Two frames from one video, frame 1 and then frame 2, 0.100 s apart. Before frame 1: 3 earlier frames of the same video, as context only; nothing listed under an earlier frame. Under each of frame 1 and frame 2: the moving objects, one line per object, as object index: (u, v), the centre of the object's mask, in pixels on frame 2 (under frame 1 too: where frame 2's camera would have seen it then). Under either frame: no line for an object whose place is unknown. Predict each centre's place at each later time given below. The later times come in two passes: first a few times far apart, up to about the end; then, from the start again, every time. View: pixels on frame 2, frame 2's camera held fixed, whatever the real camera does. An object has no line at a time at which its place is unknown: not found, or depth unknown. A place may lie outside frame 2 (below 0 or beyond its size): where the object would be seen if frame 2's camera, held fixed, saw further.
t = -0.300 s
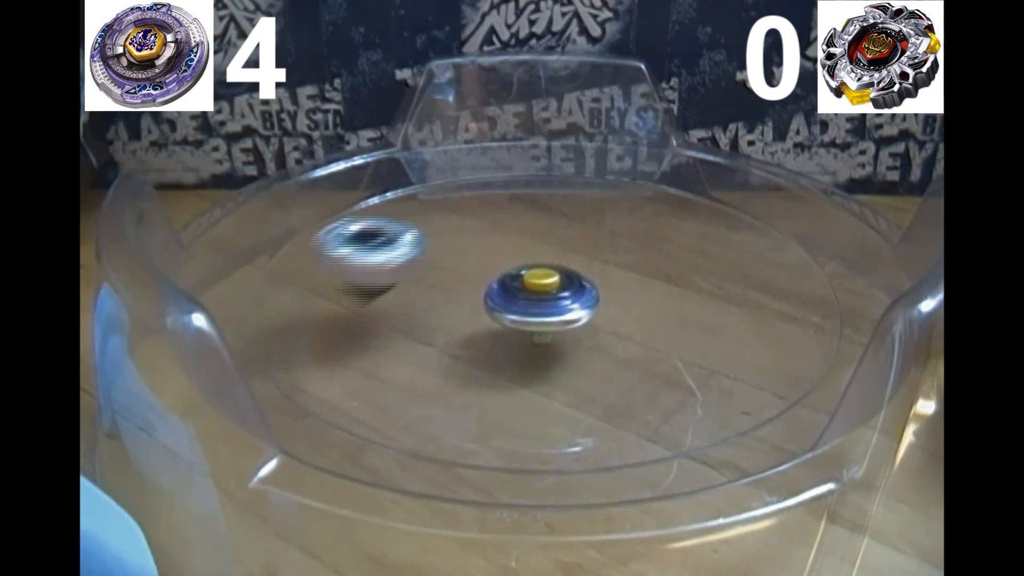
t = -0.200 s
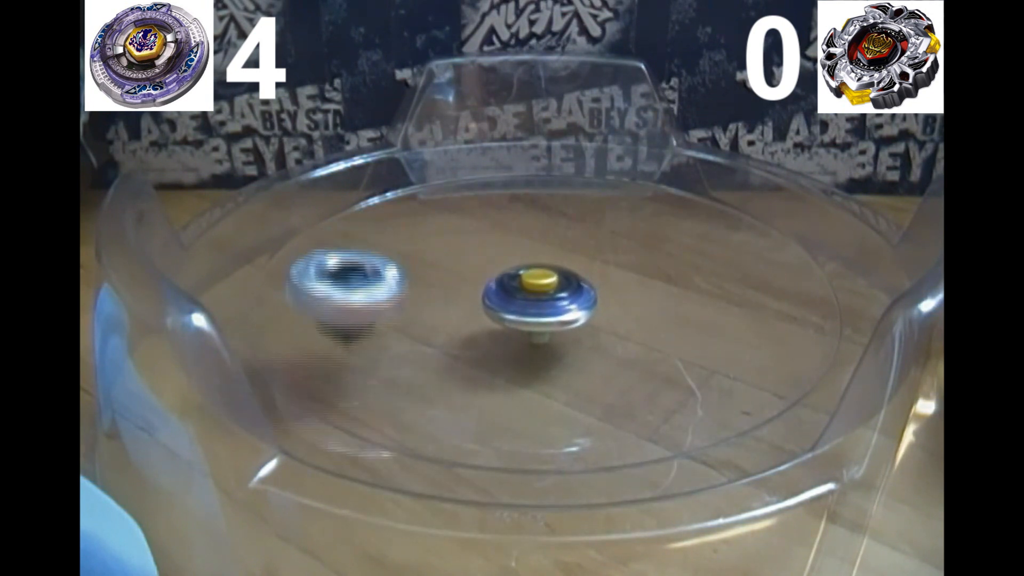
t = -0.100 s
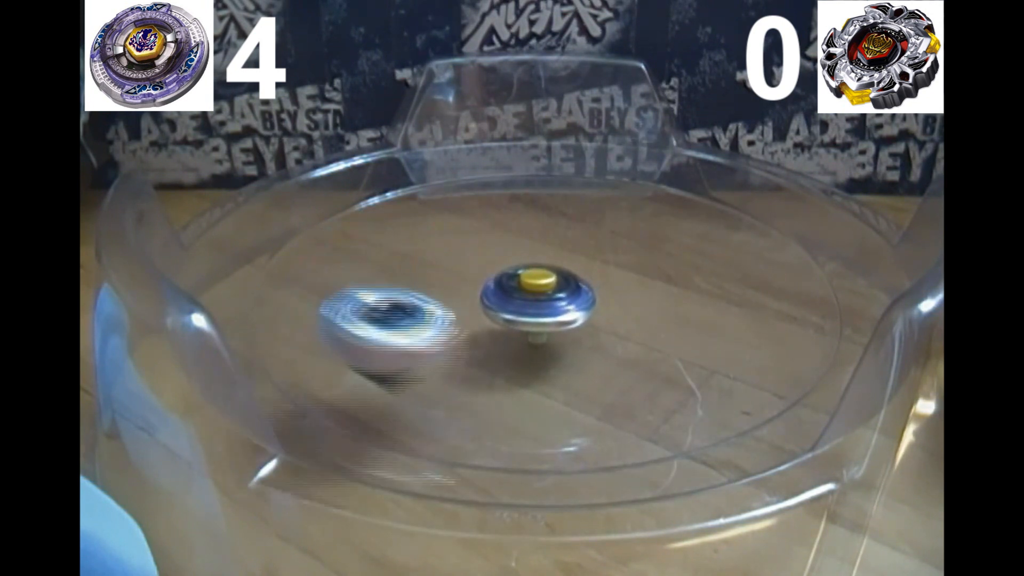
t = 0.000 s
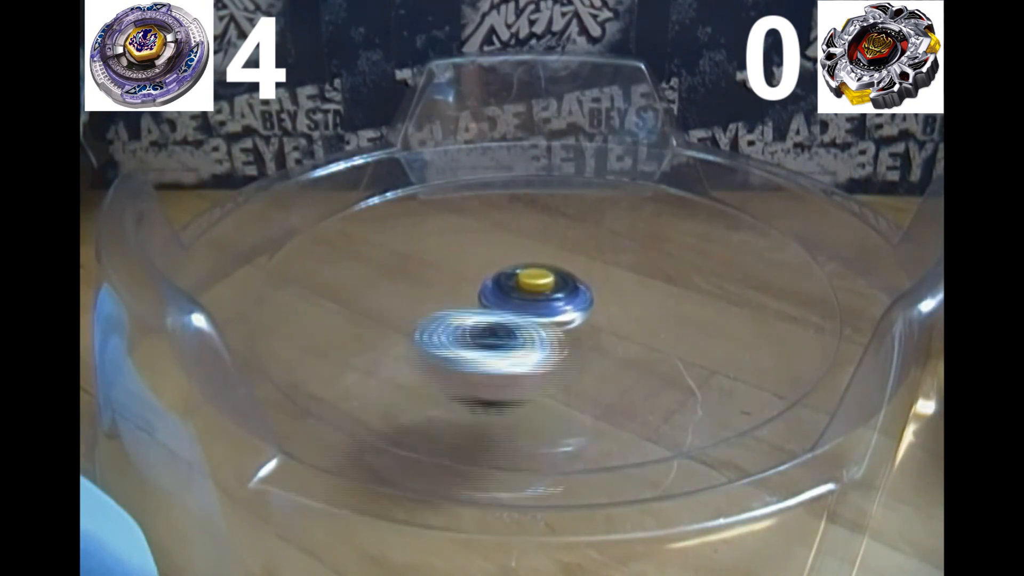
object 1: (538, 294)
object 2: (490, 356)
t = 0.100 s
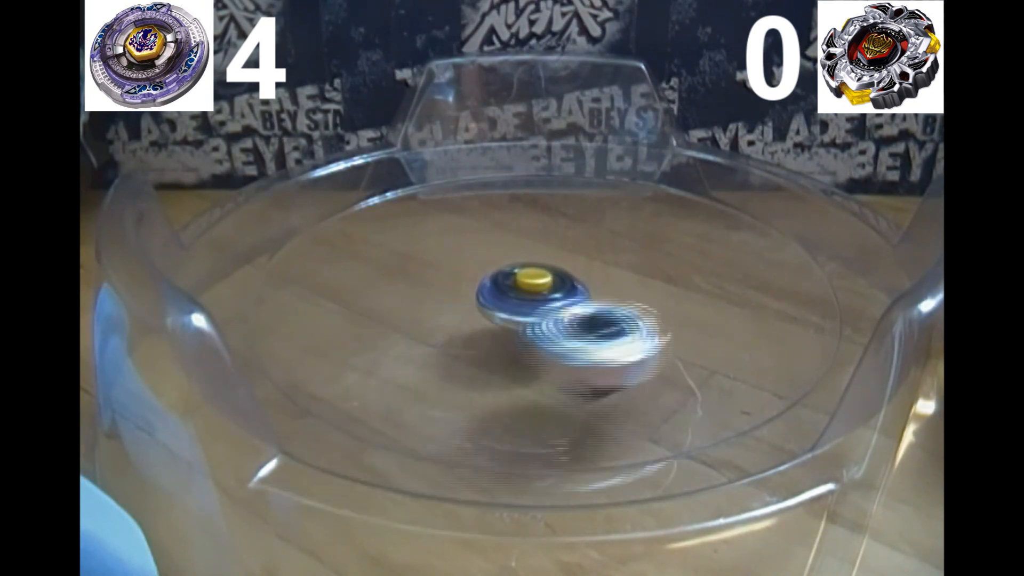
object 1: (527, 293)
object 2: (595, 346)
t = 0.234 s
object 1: (531, 297)
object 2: (664, 294)
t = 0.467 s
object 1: (528, 296)
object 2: (597, 206)
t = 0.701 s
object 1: (527, 294)
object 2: (436, 202)
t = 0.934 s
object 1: (527, 292)
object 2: (407, 297)
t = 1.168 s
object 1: (525, 287)
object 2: (610, 341)
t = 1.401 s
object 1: (532, 289)
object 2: (725, 258)
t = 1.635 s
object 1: (535, 289)
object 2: (592, 211)
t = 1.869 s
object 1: (547, 295)
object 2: (427, 249)
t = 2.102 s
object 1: (553, 295)
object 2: (405, 331)
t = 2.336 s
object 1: (553, 291)
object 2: (617, 352)
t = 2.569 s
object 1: (543, 294)
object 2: (673, 262)
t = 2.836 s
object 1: (531, 297)
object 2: (540, 200)
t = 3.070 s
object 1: (532, 299)
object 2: (408, 242)
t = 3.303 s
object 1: (545, 295)
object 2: (468, 333)
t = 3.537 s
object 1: (534, 298)
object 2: (664, 332)
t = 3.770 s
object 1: (534, 298)
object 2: (684, 251)
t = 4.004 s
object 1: (534, 298)
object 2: (526, 225)
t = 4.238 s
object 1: (532, 297)
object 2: (395, 270)
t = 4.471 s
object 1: (535, 293)
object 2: (464, 347)
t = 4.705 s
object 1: (529, 294)
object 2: (645, 320)
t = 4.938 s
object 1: (532, 294)
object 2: (626, 238)
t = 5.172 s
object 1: (533, 292)
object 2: (485, 210)
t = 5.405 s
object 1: (536, 290)
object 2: (399, 271)
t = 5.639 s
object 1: (543, 278)
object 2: (527, 339)
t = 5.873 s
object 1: (542, 289)
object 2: (687, 295)
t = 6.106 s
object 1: (544, 291)
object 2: (632, 226)
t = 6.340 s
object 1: (545, 291)
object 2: (480, 236)
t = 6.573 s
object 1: (546, 292)
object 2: (419, 305)
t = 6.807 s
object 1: (545, 287)
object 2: (559, 353)
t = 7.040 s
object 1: (543, 295)
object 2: (661, 290)
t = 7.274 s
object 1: (535, 296)
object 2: (576, 228)
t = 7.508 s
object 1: (532, 296)
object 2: (438, 233)
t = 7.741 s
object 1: (534, 295)
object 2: (428, 308)
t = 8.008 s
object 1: (563, 274)
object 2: (577, 356)
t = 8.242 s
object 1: (552, 274)
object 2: (669, 295)
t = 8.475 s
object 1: (462, 217)
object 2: (689, 270)
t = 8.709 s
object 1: (444, 249)
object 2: (628, 270)
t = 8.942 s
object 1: (367, 231)
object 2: (700, 304)
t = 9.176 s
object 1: (350, 245)
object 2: (785, 283)
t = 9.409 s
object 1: (456, 298)
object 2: (663, 285)
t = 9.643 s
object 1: (349, 277)
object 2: (730, 264)
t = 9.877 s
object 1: (424, 317)
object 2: (693, 248)
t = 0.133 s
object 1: (527, 295)
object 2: (623, 335)
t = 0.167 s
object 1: (529, 297)
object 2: (643, 322)
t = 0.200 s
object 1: (531, 297)
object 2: (656, 308)
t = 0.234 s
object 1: (531, 297)
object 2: (664, 294)
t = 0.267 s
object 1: (530, 297)
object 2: (667, 280)
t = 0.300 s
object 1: (530, 297)
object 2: (664, 265)
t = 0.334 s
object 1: (530, 297)
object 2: (657, 251)
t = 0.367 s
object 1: (529, 297)
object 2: (647, 237)
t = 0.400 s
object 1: (529, 296)
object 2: (634, 226)
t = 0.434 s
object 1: (528, 296)
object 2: (617, 215)
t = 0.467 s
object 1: (528, 296)
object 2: (597, 206)
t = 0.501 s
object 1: (528, 295)
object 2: (575, 199)
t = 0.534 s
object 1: (527, 296)
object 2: (553, 194)
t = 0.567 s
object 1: (527, 295)
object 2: (529, 191)
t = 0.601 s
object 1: (527, 294)
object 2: (503, 189)
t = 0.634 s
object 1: (527, 294)
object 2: (478, 191)
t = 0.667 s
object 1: (527, 294)
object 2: (457, 195)
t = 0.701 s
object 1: (527, 294)
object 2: (436, 202)
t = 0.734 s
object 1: (526, 294)
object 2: (418, 210)
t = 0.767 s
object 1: (527, 294)
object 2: (403, 221)
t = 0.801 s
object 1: (527, 293)
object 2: (393, 233)
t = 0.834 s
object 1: (526, 293)
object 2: (388, 248)
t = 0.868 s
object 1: (527, 292)
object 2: (387, 265)
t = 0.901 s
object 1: (527, 292)
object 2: (393, 279)
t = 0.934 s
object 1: (527, 292)
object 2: (407, 297)
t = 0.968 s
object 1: (530, 291)
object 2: (429, 311)
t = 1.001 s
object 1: (535, 289)
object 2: (452, 323)
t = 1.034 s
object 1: (537, 285)
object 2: (478, 333)
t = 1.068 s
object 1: (534, 281)
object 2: (509, 340)
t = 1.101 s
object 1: (527, 279)
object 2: (540, 343)
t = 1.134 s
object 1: (523, 283)
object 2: (575, 344)
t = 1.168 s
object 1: (525, 287)
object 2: (610, 341)
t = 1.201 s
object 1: (529, 290)
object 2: (641, 333)
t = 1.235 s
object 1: (530, 290)
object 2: (668, 323)
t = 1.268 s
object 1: (530, 290)
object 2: (691, 312)
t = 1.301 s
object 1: (531, 289)
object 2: (709, 300)
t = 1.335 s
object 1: (531, 289)
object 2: (720, 286)
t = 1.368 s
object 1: (531, 289)
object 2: (726, 271)
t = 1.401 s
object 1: (532, 289)
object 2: (725, 258)
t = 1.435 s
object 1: (533, 289)
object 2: (718, 246)
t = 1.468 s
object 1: (533, 289)
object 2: (704, 235)
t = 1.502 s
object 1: (534, 289)
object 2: (687, 225)
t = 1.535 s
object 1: (534, 289)
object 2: (666, 218)
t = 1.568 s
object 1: (535, 289)
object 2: (643, 214)
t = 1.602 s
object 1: (535, 289)
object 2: (618, 211)
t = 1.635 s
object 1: (535, 289)
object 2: (592, 211)
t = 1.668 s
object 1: (536, 289)
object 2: (566, 212)
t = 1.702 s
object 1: (536, 289)
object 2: (541, 215)
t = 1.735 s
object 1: (537, 289)
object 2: (514, 219)
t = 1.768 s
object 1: (537, 289)
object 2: (490, 227)
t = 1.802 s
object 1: (541, 291)
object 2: (467, 233)
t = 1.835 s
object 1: (544, 294)
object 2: (446, 240)
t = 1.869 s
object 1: (547, 295)
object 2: (427, 249)
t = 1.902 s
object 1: (549, 296)
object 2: (411, 258)
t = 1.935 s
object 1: (549, 296)
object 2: (398, 270)
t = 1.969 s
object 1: (550, 296)
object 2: (388, 281)
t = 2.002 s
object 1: (551, 296)
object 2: (384, 293)
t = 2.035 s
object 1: (551, 295)
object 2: (386, 306)
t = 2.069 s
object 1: (552, 295)
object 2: (393, 319)
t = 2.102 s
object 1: (553, 295)
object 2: (405, 331)
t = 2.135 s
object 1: (554, 295)
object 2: (425, 342)
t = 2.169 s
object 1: (555, 294)
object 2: (453, 352)
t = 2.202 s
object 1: (556, 293)
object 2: (482, 359)
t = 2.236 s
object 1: (557, 290)
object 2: (520, 362)
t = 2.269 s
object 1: (557, 289)
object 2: (554, 363)
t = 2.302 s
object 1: (555, 289)
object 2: (586, 359)
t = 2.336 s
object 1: (553, 291)
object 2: (617, 352)
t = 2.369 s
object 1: (553, 292)
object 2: (641, 340)
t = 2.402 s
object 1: (554, 293)
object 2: (657, 330)
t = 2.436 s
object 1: (555, 294)
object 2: (668, 316)
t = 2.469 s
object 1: (556, 294)
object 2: (674, 303)
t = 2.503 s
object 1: (556, 294)
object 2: (673, 290)
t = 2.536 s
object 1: (552, 294)
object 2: (674, 276)
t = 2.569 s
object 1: (543, 294)
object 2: (673, 262)
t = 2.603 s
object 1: (537, 294)
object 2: (667, 250)
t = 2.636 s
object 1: (533, 294)
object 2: (657, 238)
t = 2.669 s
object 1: (531, 294)
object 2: (642, 227)
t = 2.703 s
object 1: (531, 294)
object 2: (625, 219)
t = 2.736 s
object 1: (531, 295)
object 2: (606, 212)
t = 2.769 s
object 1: (530, 295)
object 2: (585, 206)
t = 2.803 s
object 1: (531, 296)
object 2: (562, 202)
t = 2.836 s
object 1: (531, 297)
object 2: (540, 200)
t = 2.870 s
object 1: (532, 297)
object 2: (516, 200)
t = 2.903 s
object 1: (532, 297)
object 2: (492, 202)
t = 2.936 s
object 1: (532, 297)
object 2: (471, 206)
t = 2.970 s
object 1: (532, 298)
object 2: (451, 213)
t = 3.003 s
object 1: (532, 298)
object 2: (432, 220)
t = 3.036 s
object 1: (532, 298)
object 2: (418, 229)
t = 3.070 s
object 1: (532, 299)
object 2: (408, 242)
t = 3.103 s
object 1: (532, 299)
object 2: (401, 256)
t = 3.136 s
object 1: (532, 299)
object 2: (398, 270)
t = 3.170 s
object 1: (532, 299)
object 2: (401, 284)
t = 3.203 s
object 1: (532, 299)
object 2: (410, 298)
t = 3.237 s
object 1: (535, 299)
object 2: (427, 311)
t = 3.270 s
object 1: (540, 298)
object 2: (445, 323)
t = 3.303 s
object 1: (545, 295)
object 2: (468, 333)
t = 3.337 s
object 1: (545, 290)
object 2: (491, 342)
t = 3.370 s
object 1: (540, 288)
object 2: (516, 348)
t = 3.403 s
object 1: (534, 288)
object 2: (547, 352)
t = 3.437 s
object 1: (530, 292)
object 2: (580, 351)
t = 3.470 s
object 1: (530, 295)
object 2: (612, 348)
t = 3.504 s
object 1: (533, 297)
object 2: (643, 340)
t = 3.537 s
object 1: (534, 298)
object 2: (664, 332)
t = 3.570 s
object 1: (534, 298)
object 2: (684, 321)
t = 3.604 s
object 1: (534, 298)
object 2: (699, 309)
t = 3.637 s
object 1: (533, 298)
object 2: (709, 296)
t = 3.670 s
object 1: (533, 298)
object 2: (710, 284)
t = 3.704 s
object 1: (533, 298)
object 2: (706, 272)
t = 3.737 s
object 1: (534, 298)
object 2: (697, 260)
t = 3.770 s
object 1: (534, 298)
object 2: (684, 251)
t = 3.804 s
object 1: (534, 298)
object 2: (667, 242)
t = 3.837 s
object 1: (534, 299)
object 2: (647, 235)
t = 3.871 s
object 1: (534, 298)
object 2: (625, 230)
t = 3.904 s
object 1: (534, 298)
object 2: (601, 226)
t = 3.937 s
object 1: (533, 298)
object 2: (578, 224)
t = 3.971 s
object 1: (534, 298)
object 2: (551, 224)
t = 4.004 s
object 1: (534, 298)
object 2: (526, 225)
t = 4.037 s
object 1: (533, 298)
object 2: (502, 227)
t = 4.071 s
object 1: (533, 297)
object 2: (480, 231)
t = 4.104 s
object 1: (532, 297)
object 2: (459, 236)
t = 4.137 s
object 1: (532, 297)
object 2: (439, 243)
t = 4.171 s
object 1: (532, 297)
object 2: (421, 251)
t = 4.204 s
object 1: (532, 297)
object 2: (407, 260)
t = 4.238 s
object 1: (532, 297)
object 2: (395, 270)
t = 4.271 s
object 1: (532, 297)
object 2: (387, 281)
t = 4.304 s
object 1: (532, 296)
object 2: (385, 292)
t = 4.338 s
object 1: (532, 296)
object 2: (389, 305)
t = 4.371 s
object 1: (532, 296)
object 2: (400, 318)
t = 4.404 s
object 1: (531, 296)
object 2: (416, 329)
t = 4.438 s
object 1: (533, 295)
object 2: (438, 339)
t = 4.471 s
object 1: (535, 293)
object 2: (464, 347)
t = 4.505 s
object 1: (534, 290)
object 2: (489, 351)
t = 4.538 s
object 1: (532, 288)
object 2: (522, 355)
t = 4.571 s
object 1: (529, 287)
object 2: (552, 353)
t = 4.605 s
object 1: (525, 288)
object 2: (582, 349)
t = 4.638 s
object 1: (524, 291)
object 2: (608, 341)
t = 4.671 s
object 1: (527, 293)
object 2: (629, 332)
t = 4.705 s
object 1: (529, 294)
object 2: (645, 320)
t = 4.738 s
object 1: (530, 294)
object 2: (655, 307)
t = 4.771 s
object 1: (530, 294)
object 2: (660, 295)
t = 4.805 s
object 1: (530, 294)
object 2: (660, 283)
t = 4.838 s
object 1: (531, 294)
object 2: (657, 270)
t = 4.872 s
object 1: (531, 294)
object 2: (649, 258)
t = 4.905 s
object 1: (531, 294)
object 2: (638, 248)
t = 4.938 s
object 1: (532, 294)
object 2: (626, 238)
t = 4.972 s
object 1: (532, 293)
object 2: (608, 228)
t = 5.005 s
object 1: (532, 293)
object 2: (590, 220)
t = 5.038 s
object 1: (532, 293)
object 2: (571, 215)
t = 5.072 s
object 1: (533, 293)
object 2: (549, 211)
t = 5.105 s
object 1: (533, 293)
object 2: (528, 209)
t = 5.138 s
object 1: (533, 292)
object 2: (506, 208)
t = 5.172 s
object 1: (533, 292)
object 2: (485, 210)
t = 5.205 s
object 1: (534, 291)
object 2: (464, 213)
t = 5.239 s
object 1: (534, 292)
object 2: (446, 218)
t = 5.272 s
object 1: (534, 291)
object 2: (428, 225)
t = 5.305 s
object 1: (534, 291)
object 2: (416, 235)
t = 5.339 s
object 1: (535, 291)
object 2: (407, 246)
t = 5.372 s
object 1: (535, 291)
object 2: (401, 258)
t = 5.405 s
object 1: (536, 290)
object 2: (399, 271)
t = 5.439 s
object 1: (536, 290)
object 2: (405, 284)
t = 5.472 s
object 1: (537, 290)
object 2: (418, 298)
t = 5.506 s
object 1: (540, 289)
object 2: (434, 309)
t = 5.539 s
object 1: (544, 288)
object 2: (452, 320)
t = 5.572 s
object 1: (548, 284)
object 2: (476, 329)
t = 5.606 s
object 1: (547, 280)
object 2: (503, 335)
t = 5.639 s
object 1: (543, 278)
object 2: (527, 339)
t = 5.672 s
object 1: (538, 277)
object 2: (555, 340)
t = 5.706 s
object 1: (534, 281)
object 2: (585, 338)
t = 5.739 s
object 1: (534, 285)
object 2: (611, 333)
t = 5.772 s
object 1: (537, 288)
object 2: (641, 325)
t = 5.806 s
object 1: (541, 289)
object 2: (659, 316)
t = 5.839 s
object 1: (541, 289)
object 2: (675, 306)
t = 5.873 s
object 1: (542, 289)
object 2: (687, 295)
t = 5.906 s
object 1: (542, 289)
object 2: (693, 282)
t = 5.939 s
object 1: (542, 290)
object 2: (693, 270)
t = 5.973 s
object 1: (543, 290)
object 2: (690, 259)
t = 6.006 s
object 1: (543, 290)
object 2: (681, 249)
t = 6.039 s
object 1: (543, 290)
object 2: (668, 240)
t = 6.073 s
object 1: (543, 290)
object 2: (652, 232)
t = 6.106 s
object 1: (544, 291)
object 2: (632, 226)
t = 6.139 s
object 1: (544, 291)
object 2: (612, 223)
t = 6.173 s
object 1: (544, 291)
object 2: (589, 220)
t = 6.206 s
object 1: (545, 291)
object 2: (566, 219)
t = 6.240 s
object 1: (545, 292)
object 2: (543, 221)
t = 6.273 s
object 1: (545, 291)
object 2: (521, 224)
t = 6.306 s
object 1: (545, 291)
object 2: (500, 230)
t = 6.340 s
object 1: (545, 291)
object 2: (480, 236)
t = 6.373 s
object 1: (545, 292)
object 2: (462, 244)
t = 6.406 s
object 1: (545, 292)
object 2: (447, 253)
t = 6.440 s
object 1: (546, 292)
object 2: (434, 262)
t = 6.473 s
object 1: (546, 292)
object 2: (424, 272)
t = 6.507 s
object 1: (546, 292)
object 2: (417, 283)
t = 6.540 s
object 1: (546, 292)
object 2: (414, 294)
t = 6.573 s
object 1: (546, 292)
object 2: (419, 305)
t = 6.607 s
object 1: (546, 292)
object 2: (429, 318)
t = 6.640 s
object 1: (548, 292)
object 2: (440, 328)
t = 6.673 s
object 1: (549, 291)
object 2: (458, 338)
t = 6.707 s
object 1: (550, 290)
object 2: (480, 346)
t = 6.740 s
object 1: (549, 289)
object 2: (505, 350)
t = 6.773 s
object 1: (548, 288)
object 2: (531, 354)
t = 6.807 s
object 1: (545, 287)
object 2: (559, 353)
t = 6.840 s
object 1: (541, 288)
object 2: (586, 350)
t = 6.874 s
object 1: (540, 291)
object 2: (611, 344)
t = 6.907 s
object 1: (540, 293)
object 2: (633, 335)
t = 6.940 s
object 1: (541, 294)
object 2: (650, 323)
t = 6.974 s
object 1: (542, 295)
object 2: (657, 313)
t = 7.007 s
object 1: (543, 295)
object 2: (662, 302)
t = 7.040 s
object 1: (543, 295)
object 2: (661, 290)
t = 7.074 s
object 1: (542, 295)
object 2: (657, 279)
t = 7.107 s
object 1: (540, 295)
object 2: (651, 268)
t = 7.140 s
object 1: (538, 295)
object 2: (641, 257)
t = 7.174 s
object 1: (537, 296)
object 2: (629, 249)
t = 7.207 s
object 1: (536, 296)
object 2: (614, 240)
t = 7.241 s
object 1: (536, 296)
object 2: (596, 233)
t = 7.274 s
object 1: (535, 296)
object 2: (576, 228)
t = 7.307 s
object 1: (535, 297)
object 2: (556, 223)
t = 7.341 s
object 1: (534, 297)
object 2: (535, 220)
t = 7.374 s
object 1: (534, 296)
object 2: (514, 220)
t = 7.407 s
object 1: (533, 297)
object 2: (494, 221)
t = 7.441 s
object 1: (533, 297)
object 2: (473, 223)
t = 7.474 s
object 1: (532, 297)
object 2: (454, 227)
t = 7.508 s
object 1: (532, 296)
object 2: (438, 233)
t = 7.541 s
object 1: (532, 296)
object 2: (424, 241)
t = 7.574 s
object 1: (532, 297)
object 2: (413, 250)
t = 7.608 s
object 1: (531, 296)
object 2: (405, 260)
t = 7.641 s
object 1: (531, 297)
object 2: (402, 272)
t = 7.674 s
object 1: (531, 296)
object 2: (404, 284)
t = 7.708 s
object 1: (531, 296)
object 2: (413, 296)
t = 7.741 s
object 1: (534, 295)
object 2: (428, 308)
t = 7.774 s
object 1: (538, 294)
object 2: (440, 315)
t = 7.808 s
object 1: (545, 289)
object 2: (447, 328)
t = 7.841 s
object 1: (553, 285)
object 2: (455, 338)
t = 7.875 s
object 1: (560, 282)
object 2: (473, 346)
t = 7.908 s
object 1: (565, 277)
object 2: (496, 352)
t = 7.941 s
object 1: (565, 275)
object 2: (526, 357)
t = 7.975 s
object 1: (565, 274)
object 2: (550, 358)
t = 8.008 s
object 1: (563, 274)
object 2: (577, 356)
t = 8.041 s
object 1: (562, 274)
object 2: (605, 353)
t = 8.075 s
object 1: (560, 274)
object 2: (627, 346)
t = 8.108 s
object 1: (558, 274)
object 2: (644, 337)
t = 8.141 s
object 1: (556, 274)
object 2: (659, 328)
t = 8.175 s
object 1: (555, 274)
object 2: (668, 317)
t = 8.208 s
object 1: (553, 274)
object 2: (670, 306)
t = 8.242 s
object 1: (552, 274)
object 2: (669, 295)
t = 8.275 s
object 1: (549, 274)
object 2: (664, 285)
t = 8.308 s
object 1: (547, 273)
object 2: (659, 267)
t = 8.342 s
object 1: (530, 258)
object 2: (669, 255)
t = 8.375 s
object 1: (512, 250)
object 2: (681, 266)
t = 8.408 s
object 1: (493, 235)
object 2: (690, 266)
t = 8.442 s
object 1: (477, 226)
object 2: (693, 268)
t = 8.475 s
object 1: (462, 217)
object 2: (689, 270)
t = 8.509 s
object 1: (450, 213)
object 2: (683, 272)
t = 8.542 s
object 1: (439, 214)
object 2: (674, 272)
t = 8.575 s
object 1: (433, 218)
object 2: (664, 272)
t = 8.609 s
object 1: (432, 225)
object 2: (654, 271)
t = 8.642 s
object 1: (435, 233)
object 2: (644, 270)
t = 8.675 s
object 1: (438, 239)
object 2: (637, 270)
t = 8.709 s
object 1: (444, 249)
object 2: (628, 270)
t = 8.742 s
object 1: (450, 256)
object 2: (617, 271)
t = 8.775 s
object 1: (458, 262)
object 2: (604, 274)
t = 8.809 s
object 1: (465, 268)
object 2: (591, 278)
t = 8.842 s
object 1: (466, 270)
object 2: (593, 285)
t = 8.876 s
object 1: (431, 258)
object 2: (630, 294)
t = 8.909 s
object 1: (393, 242)
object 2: (668, 301)
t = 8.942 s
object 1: (367, 231)
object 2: (700, 304)
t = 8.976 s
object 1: (347, 223)
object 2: (724, 305)
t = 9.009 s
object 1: (334, 221)
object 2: (740, 302)
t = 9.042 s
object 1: (329, 222)
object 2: (755, 298)
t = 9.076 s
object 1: (330, 226)
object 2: (767, 294)
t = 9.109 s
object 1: (334, 230)
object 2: (776, 290)
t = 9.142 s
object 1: (340, 237)
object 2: (783, 287)
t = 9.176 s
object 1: (350, 245)
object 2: (785, 283)
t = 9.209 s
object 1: (362, 255)
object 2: (779, 281)
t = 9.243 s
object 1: (377, 265)
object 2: (768, 279)
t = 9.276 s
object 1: (393, 274)
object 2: (753, 278)
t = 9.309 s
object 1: (408, 281)
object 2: (732, 279)
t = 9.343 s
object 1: (426, 288)
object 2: (709, 280)
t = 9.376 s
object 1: (442, 293)
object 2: (687, 282)
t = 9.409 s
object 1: (456, 298)
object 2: (663, 285)
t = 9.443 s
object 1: (470, 301)
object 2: (642, 287)
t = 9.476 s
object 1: (482, 303)
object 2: (619, 288)
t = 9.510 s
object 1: (481, 304)
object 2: (618, 279)
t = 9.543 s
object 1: (438, 297)
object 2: (652, 273)
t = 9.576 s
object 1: (400, 289)
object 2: (686, 271)
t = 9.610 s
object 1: (370, 282)
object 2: (712, 263)
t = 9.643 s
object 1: (349, 277)
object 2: (730, 264)
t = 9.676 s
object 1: (336, 271)
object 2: (740, 261)
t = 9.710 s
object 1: (331, 275)
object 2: (742, 258)
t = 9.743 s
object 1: (337, 280)
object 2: (737, 256)
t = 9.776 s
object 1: (350, 289)
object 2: (728, 254)
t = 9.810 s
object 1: (371, 299)
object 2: (718, 252)
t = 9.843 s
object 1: (397, 308)
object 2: (707, 250)
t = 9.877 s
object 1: (424, 317)
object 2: (693, 248)
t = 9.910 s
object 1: (455, 322)
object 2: (678, 246)
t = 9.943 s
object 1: (483, 325)
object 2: (665, 245)
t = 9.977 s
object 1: (511, 326)
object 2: (650, 245)
